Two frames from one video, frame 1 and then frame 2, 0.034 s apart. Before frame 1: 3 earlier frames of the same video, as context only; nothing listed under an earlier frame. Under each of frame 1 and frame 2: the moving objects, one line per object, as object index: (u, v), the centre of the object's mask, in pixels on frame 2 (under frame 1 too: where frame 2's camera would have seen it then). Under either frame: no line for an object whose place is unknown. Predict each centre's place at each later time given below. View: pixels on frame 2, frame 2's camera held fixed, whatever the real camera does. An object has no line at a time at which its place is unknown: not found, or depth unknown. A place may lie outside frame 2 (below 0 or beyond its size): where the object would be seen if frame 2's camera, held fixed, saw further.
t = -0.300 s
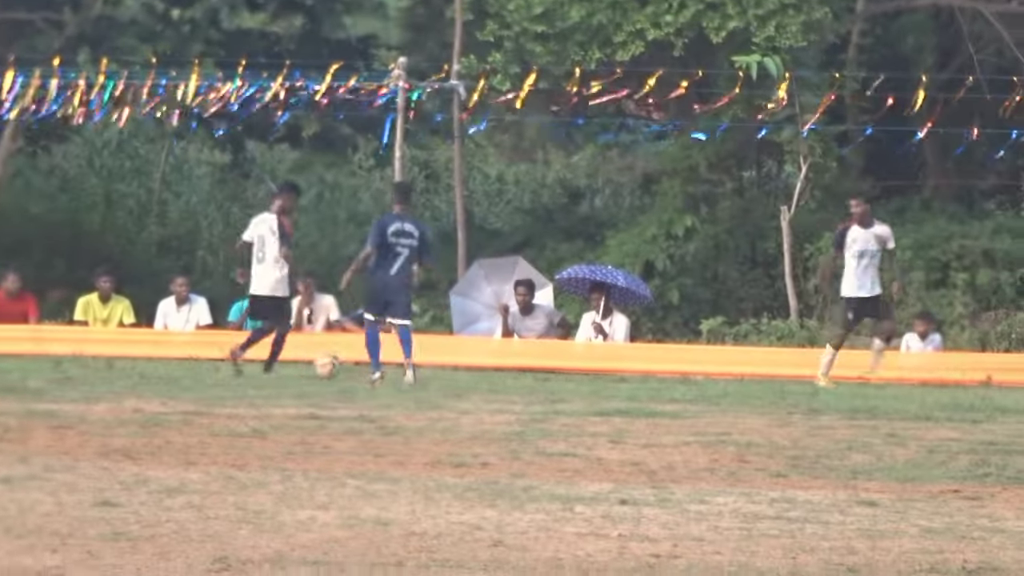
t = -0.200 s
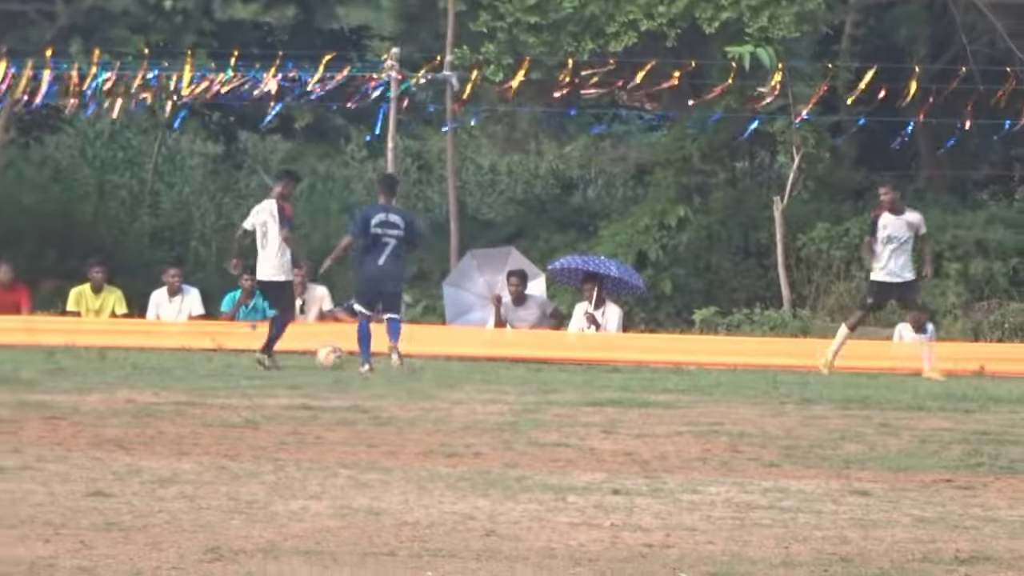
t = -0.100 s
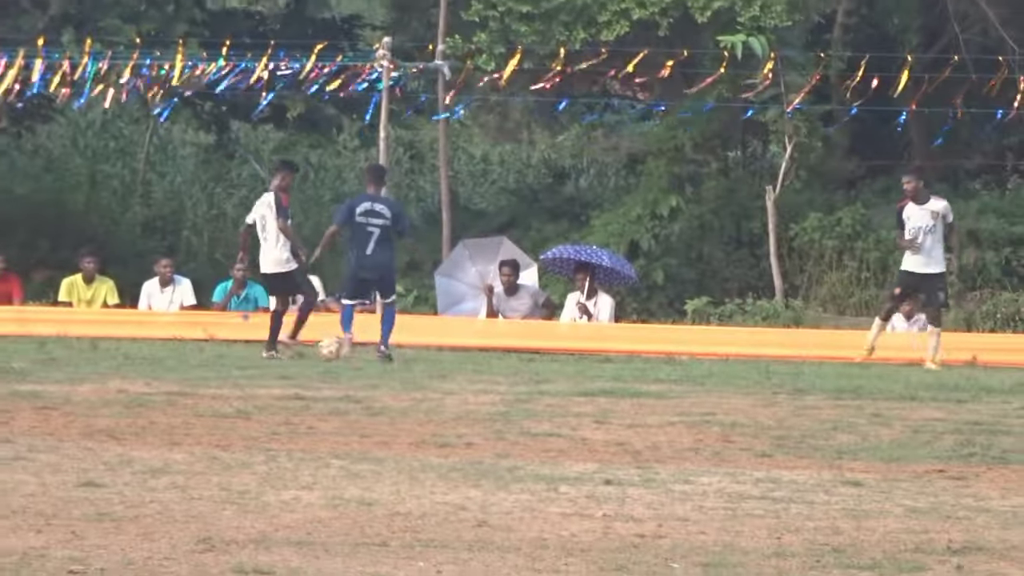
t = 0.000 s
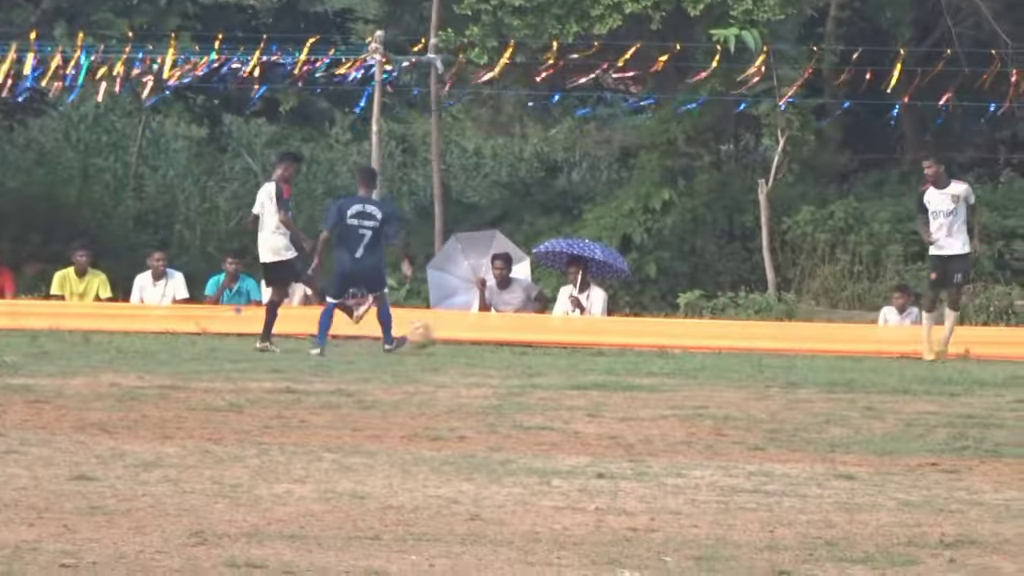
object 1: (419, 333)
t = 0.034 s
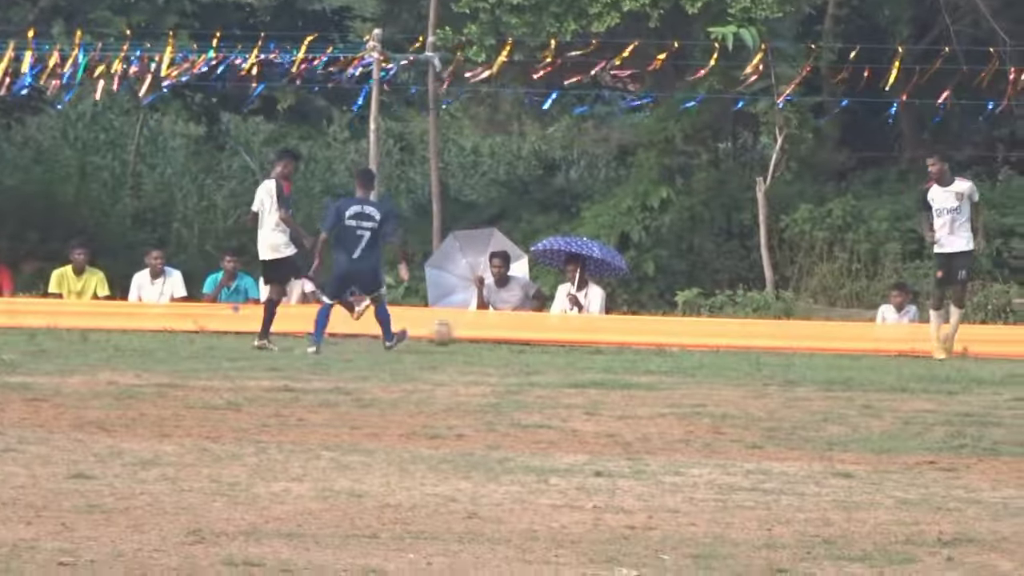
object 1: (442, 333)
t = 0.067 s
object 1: (486, 332)
